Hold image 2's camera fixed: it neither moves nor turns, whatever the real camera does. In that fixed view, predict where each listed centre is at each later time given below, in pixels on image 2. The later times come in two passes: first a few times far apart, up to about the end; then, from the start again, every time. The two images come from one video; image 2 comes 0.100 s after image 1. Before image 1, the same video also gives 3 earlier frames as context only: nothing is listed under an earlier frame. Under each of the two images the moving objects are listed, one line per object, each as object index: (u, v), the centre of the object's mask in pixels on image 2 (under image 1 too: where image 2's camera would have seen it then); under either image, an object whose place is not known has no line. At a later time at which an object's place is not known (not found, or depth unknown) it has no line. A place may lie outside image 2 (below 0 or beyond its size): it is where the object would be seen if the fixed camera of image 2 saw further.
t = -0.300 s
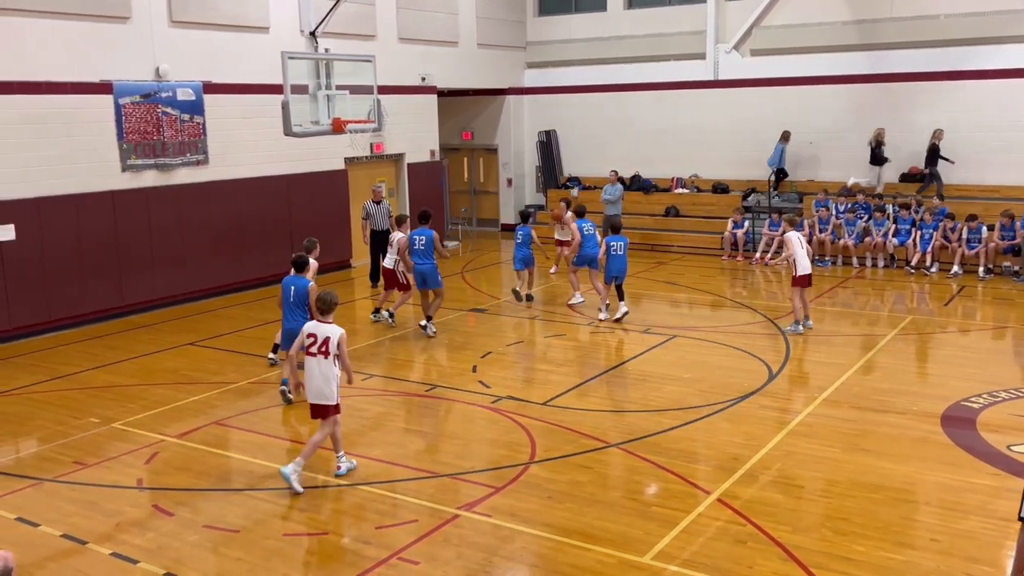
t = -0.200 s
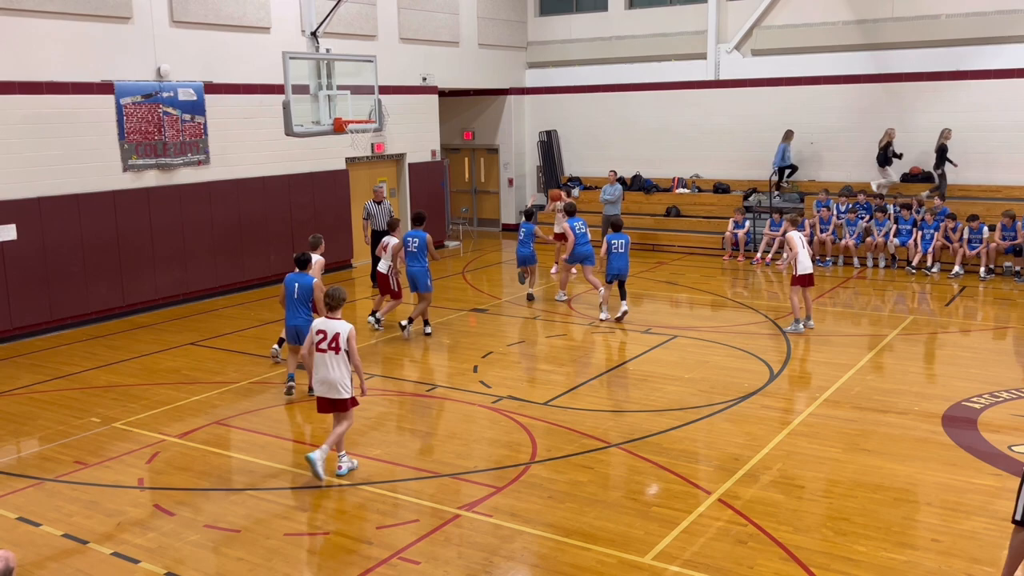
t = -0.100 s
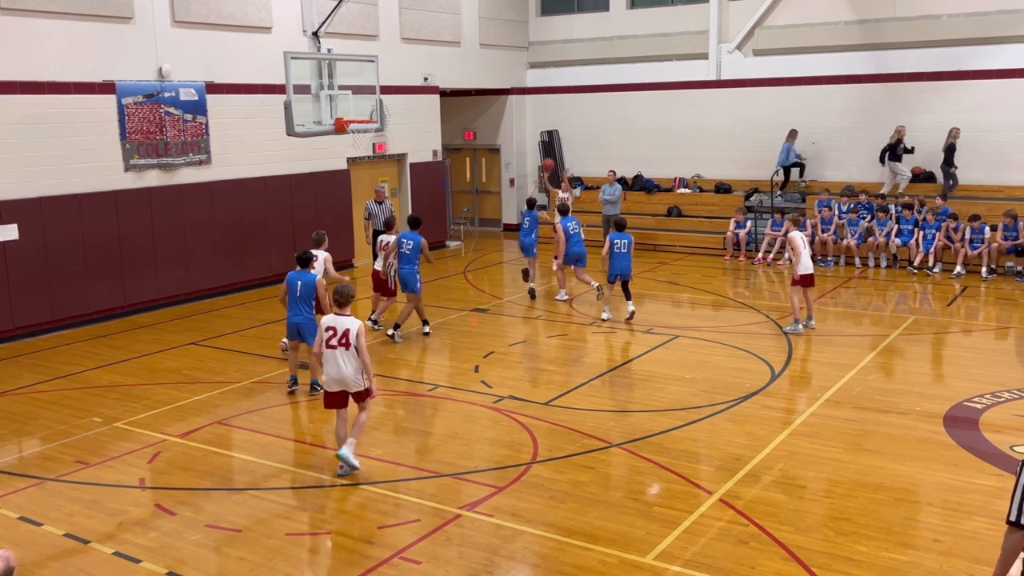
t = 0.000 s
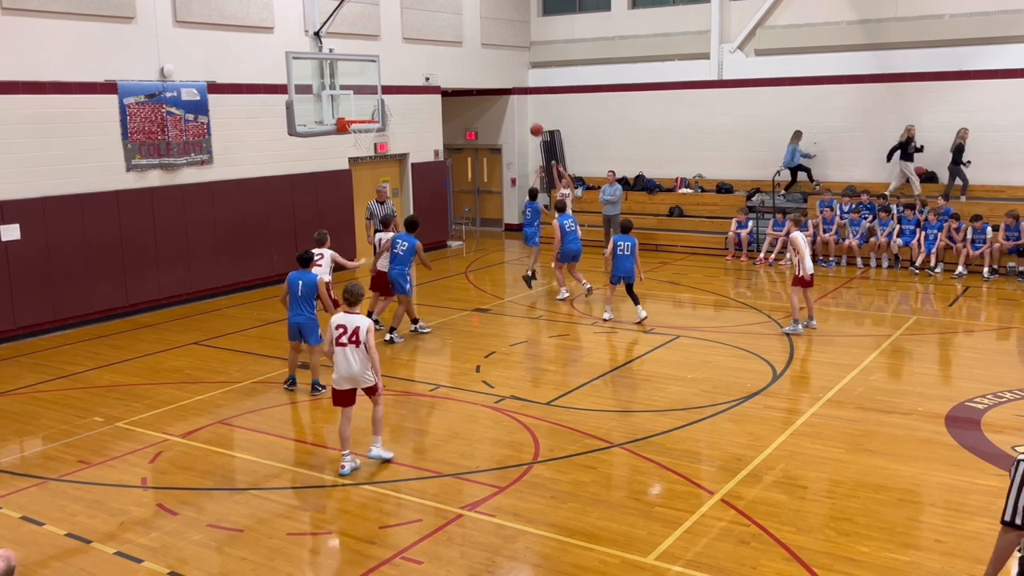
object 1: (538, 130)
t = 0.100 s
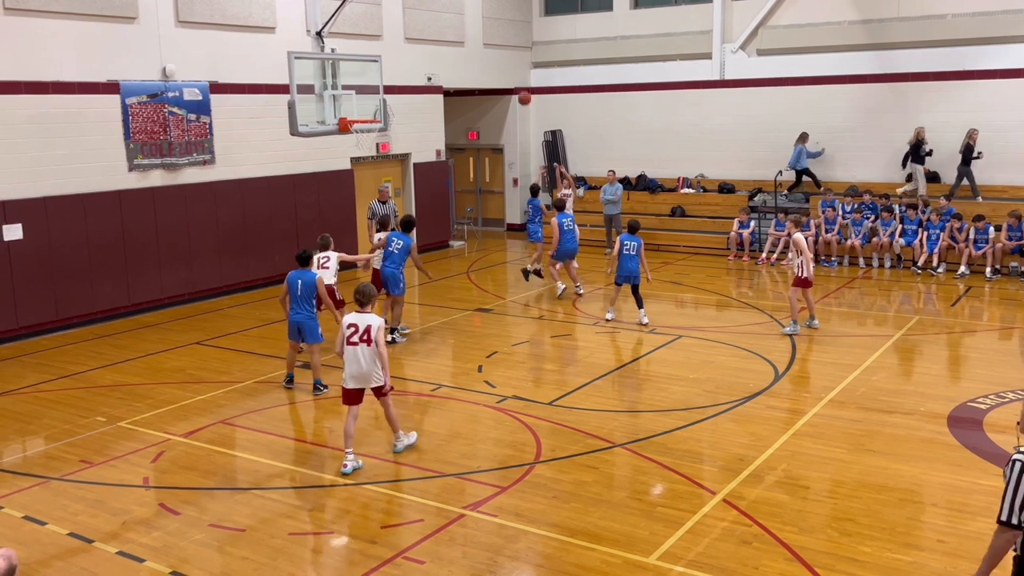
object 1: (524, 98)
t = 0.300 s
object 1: (494, 49)
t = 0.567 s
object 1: (451, 17)
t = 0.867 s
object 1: (398, 36)
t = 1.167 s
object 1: (347, 111)
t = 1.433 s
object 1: (327, 64)
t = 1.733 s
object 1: (309, 72)
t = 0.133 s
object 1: (520, 89)
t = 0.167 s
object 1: (514, 80)
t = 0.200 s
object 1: (509, 71)
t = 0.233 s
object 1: (504, 64)
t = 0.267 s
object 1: (499, 56)
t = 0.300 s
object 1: (494, 49)
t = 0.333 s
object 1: (489, 43)
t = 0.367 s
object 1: (484, 37)
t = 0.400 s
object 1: (478, 32)
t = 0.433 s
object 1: (472, 28)
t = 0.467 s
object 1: (467, 24)
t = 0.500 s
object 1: (462, 21)
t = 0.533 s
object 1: (456, 19)
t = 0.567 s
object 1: (451, 17)
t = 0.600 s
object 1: (445, 16)
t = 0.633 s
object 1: (439, 16)
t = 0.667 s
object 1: (434, 16)
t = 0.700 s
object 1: (427, 18)
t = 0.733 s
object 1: (422, 20)
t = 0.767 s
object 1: (416, 23)
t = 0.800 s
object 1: (410, 26)
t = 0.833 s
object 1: (404, 31)
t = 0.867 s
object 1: (398, 36)
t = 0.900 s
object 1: (392, 42)
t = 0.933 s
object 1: (386, 49)
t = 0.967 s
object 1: (380, 57)
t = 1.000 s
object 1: (375, 66)
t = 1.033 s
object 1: (369, 74)
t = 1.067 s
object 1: (363, 85)
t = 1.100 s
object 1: (357, 96)
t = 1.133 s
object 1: (351, 107)
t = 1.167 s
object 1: (347, 111)
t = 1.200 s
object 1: (344, 103)
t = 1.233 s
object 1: (342, 96)
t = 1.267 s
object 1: (339, 88)
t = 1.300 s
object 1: (337, 81)
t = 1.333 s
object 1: (334, 76)
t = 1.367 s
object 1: (332, 71)
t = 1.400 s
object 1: (330, 67)
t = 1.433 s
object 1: (327, 64)
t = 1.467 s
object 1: (325, 61)
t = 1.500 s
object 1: (323, 60)
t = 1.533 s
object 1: (321, 59)
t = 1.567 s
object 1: (318, 59)
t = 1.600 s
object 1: (316, 60)
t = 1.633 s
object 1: (314, 61)
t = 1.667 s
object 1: (313, 64)
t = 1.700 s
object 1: (311, 68)
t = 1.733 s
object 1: (309, 72)
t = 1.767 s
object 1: (307, 77)
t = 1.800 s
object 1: (305, 83)
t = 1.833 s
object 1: (303, 90)
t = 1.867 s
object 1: (301, 98)
